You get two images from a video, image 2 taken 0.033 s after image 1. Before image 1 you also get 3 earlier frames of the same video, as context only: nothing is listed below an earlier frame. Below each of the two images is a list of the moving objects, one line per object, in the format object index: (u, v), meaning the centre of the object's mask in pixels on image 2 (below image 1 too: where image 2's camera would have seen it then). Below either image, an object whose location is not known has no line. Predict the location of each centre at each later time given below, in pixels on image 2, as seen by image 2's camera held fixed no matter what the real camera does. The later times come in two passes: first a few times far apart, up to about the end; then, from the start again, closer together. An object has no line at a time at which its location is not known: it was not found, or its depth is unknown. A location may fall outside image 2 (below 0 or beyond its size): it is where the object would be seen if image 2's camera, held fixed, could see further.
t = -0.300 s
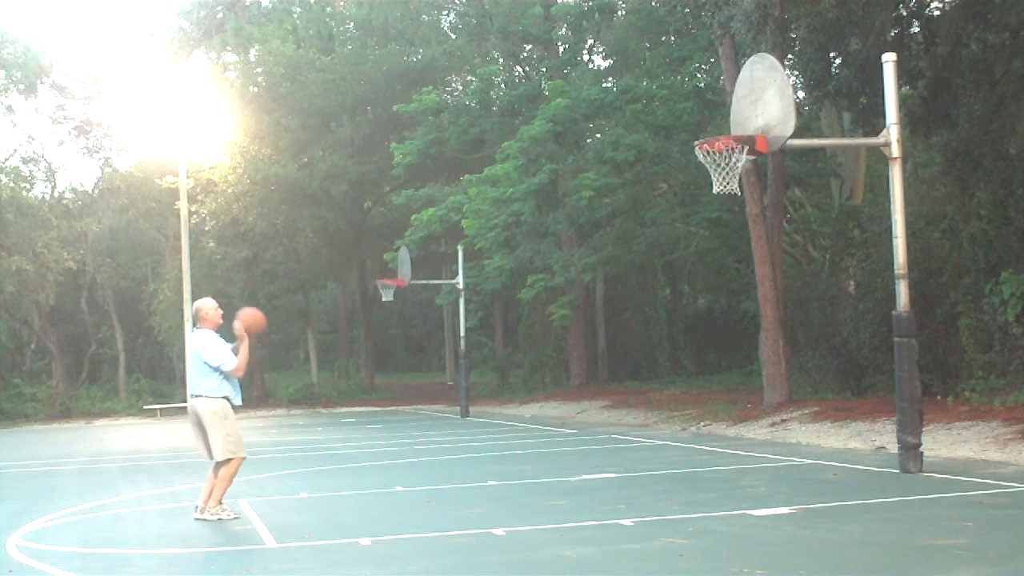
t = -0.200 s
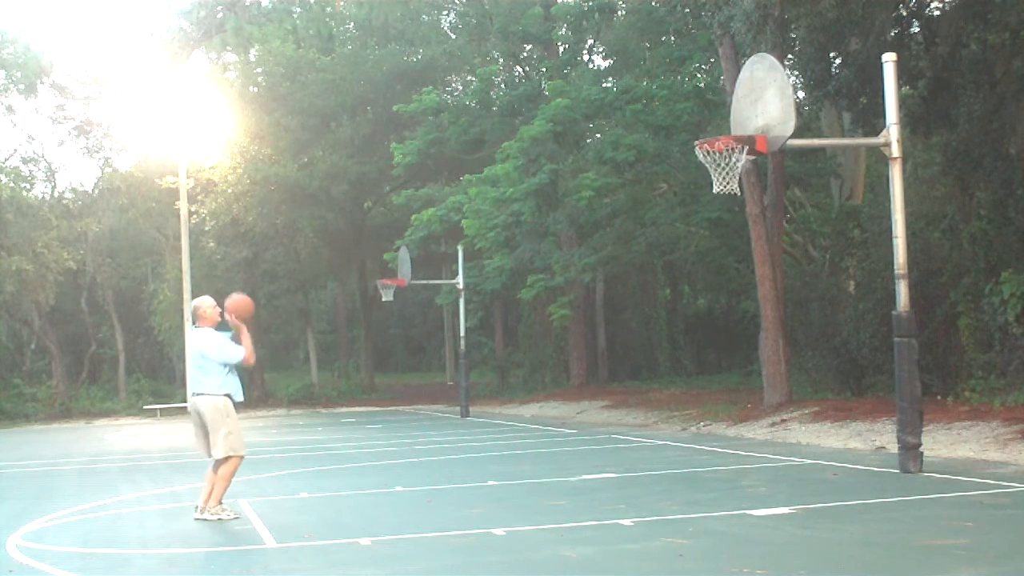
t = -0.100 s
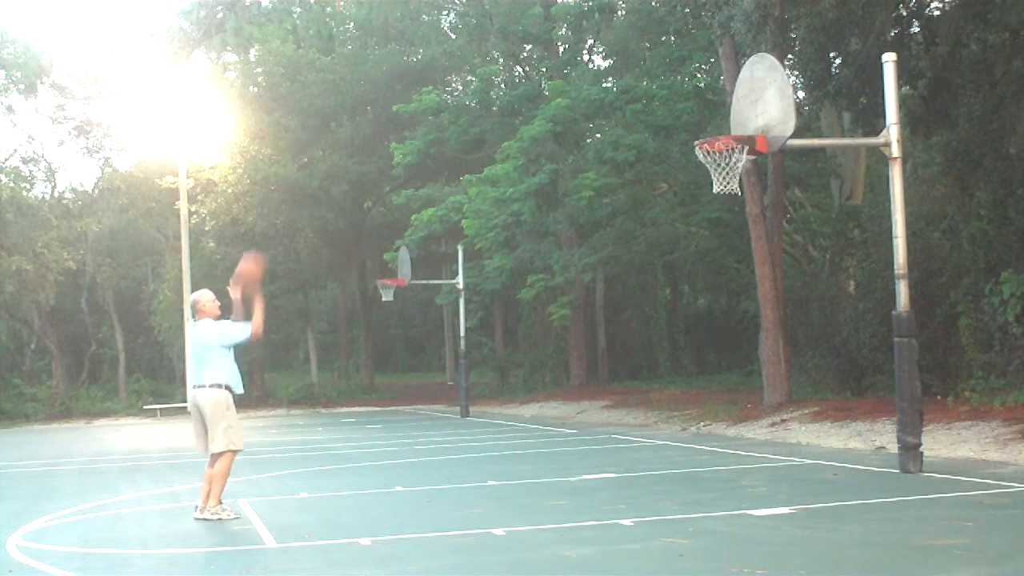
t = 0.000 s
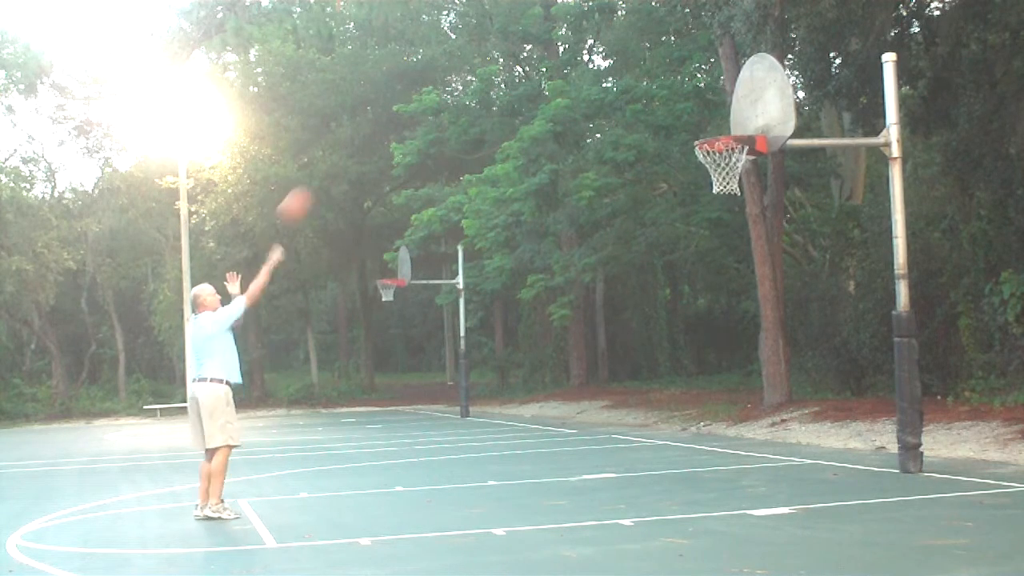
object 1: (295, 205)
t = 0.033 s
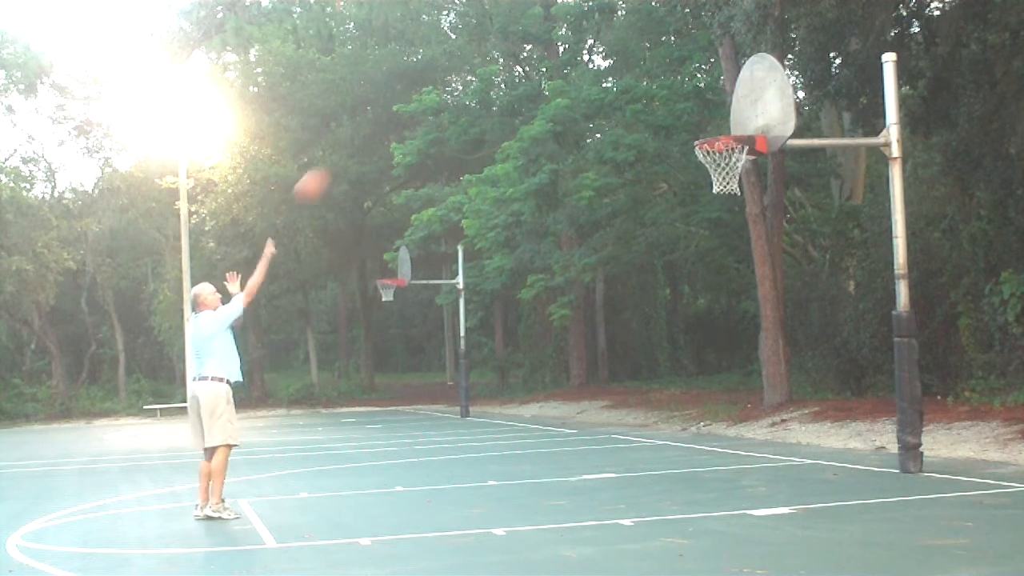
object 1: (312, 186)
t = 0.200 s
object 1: (393, 108)
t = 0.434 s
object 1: (502, 52)
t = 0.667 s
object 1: (612, 58)
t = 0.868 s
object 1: (700, 110)
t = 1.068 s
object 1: (709, 163)
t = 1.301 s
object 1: (721, 175)
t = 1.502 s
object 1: (746, 227)
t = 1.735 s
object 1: (779, 342)
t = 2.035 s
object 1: (807, 401)
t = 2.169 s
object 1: (814, 352)
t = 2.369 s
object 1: (824, 311)
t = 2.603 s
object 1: (837, 316)
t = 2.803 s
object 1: (851, 366)
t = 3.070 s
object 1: (870, 433)
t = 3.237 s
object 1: (875, 387)
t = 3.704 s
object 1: (891, 402)
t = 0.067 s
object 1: (328, 167)
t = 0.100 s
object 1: (344, 151)
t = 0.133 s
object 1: (360, 135)
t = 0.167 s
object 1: (378, 121)
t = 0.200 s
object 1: (393, 108)
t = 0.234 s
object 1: (408, 96)
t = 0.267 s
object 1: (423, 87)
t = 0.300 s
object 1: (440, 76)
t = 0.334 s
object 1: (456, 69)
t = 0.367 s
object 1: (471, 63)
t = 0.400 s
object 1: (486, 57)
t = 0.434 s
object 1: (502, 52)
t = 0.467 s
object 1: (518, 50)
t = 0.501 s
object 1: (533, 49)
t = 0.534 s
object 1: (549, 49)
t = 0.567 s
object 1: (562, 49)
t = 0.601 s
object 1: (577, 51)
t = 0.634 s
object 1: (596, 53)
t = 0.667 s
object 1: (612, 58)
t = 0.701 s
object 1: (626, 64)
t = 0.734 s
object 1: (640, 70)
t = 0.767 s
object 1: (655, 78)
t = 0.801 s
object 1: (670, 88)
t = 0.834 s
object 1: (685, 98)
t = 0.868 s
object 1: (700, 110)
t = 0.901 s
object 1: (715, 121)
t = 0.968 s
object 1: (724, 148)
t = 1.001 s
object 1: (716, 162)
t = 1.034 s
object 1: (711, 166)
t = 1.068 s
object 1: (709, 163)
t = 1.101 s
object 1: (705, 160)
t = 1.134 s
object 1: (705, 160)
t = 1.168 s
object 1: (707, 162)
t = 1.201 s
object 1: (710, 166)
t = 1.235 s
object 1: (712, 168)
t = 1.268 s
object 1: (716, 171)
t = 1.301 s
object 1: (721, 175)
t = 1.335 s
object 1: (729, 192)
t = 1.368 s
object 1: (730, 195)
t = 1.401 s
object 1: (733, 198)
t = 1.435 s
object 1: (737, 206)
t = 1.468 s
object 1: (741, 216)
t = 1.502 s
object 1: (746, 227)
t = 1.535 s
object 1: (751, 240)
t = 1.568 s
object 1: (754, 253)
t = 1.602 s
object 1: (760, 268)
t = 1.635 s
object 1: (764, 284)
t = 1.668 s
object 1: (769, 302)
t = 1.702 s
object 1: (774, 321)
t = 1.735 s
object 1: (779, 342)
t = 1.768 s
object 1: (783, 364)
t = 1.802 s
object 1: (787, 385)
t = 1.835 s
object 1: (792, 406)
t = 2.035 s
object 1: (807, 401)
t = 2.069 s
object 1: (809, 387)
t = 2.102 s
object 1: (811, 375)
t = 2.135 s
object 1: (812, 363)
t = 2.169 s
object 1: (814, 352)
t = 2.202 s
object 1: (815, 342)
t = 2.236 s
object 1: (817, 334)
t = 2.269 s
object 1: (818, 326)
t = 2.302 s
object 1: (820, 320)
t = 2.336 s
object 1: (822, 315)
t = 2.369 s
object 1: (824, 311)
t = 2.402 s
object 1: (825, 309)
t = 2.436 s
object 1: (827, 307)
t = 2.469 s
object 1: (829, 307)
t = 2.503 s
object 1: (831, 307)
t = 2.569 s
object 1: (835, 312)
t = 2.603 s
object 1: (837, 316)
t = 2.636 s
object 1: (840, 321)
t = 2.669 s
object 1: (842, 327)
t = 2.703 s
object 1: (844, 335)
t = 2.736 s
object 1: (846, 344)
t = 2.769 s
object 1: (849, 355)
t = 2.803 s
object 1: (851, 366)
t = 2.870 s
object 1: (856, 391)
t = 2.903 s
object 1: (858, 404)
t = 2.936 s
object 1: (861, 420)
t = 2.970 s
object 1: (864, 439)
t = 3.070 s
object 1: (870, 433)
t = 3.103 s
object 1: (870, 422)
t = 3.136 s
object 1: (871, 411)
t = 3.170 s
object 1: (873, 400)
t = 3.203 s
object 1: (874, 392)
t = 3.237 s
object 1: (875, 387)
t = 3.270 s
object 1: (877, 381)
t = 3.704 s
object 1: (891, 402)
